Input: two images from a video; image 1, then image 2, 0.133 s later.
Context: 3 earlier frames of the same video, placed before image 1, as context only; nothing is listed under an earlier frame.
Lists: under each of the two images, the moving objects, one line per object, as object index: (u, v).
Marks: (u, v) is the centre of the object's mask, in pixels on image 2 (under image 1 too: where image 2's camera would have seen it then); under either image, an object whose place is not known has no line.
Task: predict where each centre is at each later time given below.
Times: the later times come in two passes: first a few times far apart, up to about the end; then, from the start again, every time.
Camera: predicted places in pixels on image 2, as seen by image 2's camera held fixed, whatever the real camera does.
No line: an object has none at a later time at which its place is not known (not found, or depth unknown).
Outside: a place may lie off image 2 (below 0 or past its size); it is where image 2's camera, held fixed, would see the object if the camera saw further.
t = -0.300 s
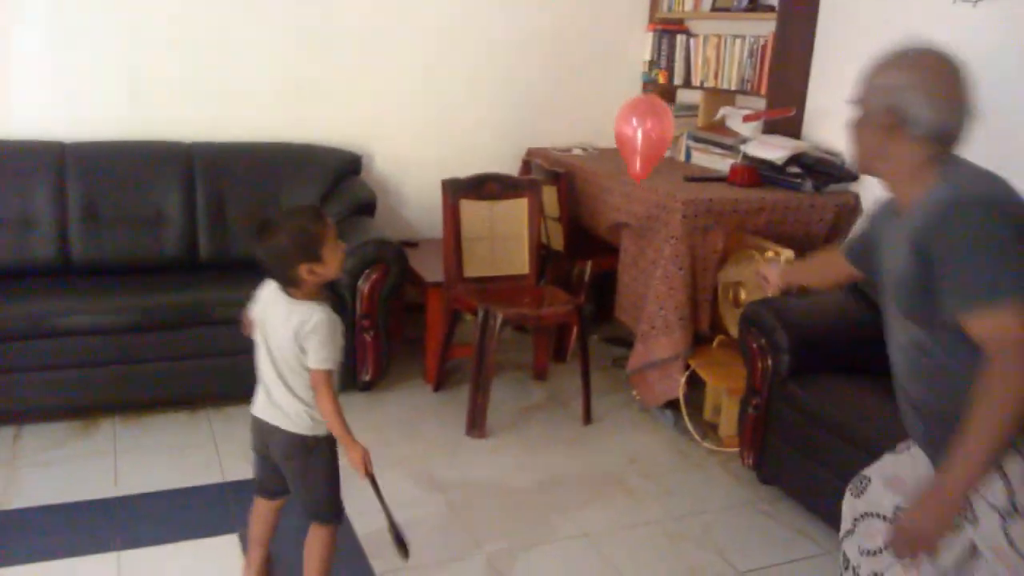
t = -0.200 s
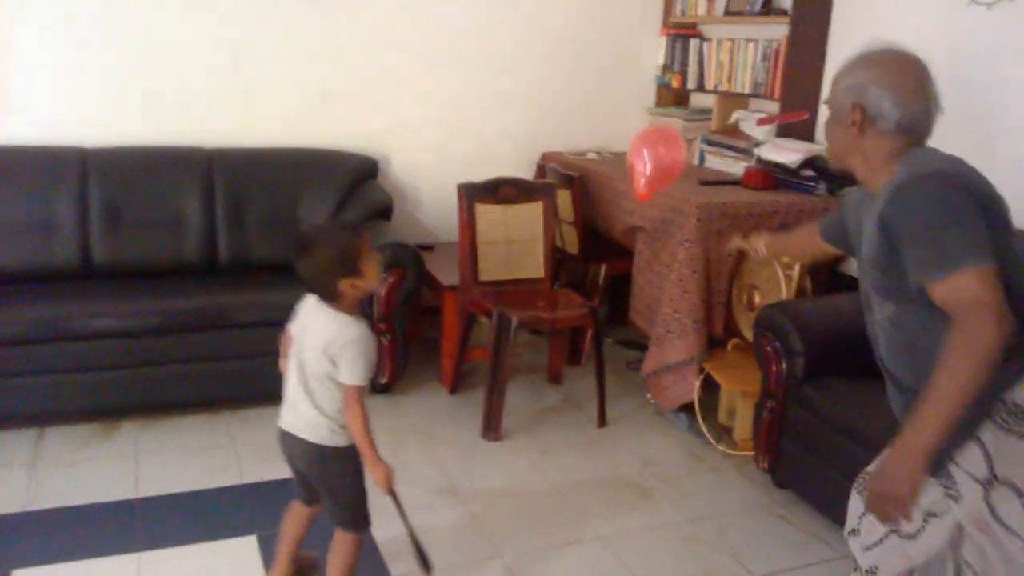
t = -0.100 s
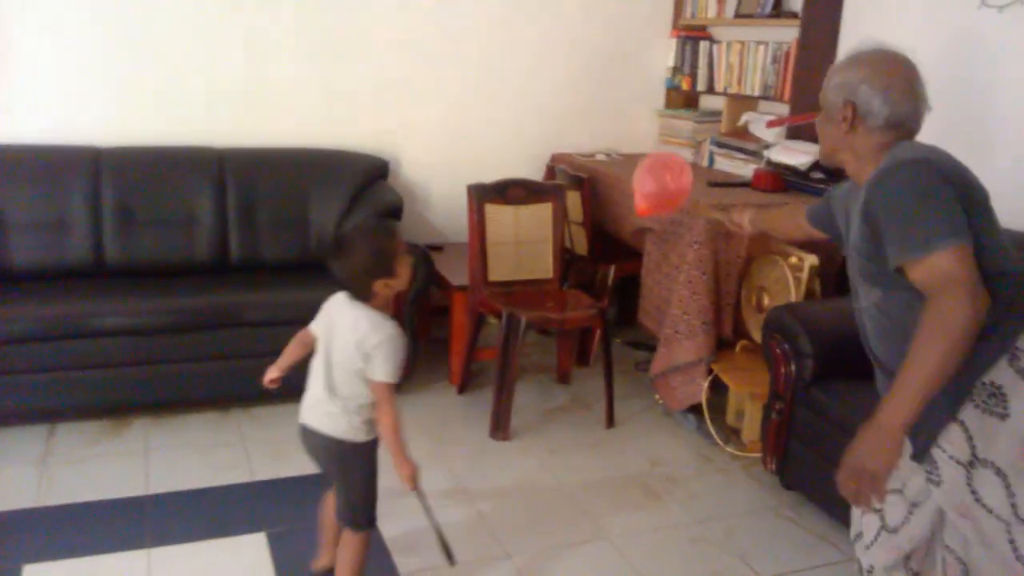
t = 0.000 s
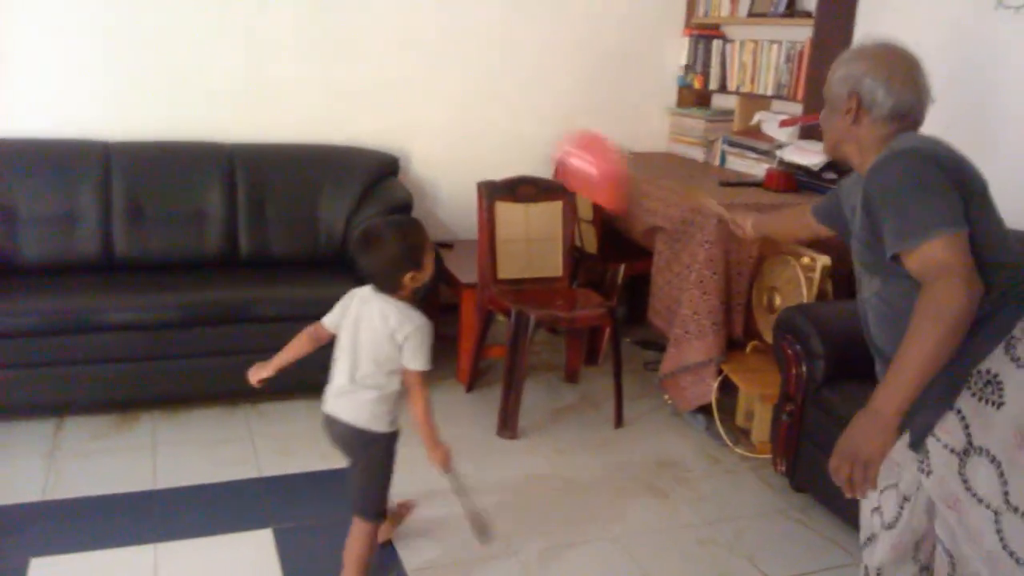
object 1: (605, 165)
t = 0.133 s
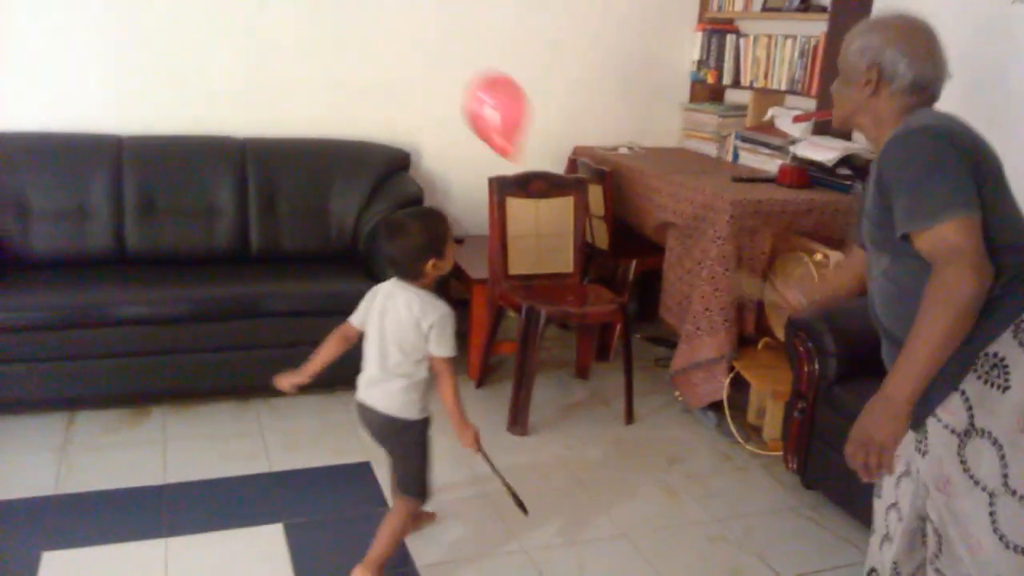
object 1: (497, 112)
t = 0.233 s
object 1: (452, 78)
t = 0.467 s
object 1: (392, 46)
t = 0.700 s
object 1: (355, 57)
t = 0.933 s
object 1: (321, 93)
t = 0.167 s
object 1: (478, 98)
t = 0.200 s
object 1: (464, 88)
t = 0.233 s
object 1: (452, 78)
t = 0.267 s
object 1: (441, 70)
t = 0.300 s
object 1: (431, 63)
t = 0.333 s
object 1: (421, 57)
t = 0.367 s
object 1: (413, 53)
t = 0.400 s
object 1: (405, 50)
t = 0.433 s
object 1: (399, 47)
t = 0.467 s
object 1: (392, 46)
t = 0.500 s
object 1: (385, 45)
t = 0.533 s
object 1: (380, 45)
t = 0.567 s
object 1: (374, 46)
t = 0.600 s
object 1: (369, 48)
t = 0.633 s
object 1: (364, 50)
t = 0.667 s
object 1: (360, 53)
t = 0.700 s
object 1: (355, 57)
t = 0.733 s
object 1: (351, 60)
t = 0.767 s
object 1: (346, 64)
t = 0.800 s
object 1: (342, 69)
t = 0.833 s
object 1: (338, 74)
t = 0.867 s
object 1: (332, 80)
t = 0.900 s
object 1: (326, 87)
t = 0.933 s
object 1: (321, 93)
